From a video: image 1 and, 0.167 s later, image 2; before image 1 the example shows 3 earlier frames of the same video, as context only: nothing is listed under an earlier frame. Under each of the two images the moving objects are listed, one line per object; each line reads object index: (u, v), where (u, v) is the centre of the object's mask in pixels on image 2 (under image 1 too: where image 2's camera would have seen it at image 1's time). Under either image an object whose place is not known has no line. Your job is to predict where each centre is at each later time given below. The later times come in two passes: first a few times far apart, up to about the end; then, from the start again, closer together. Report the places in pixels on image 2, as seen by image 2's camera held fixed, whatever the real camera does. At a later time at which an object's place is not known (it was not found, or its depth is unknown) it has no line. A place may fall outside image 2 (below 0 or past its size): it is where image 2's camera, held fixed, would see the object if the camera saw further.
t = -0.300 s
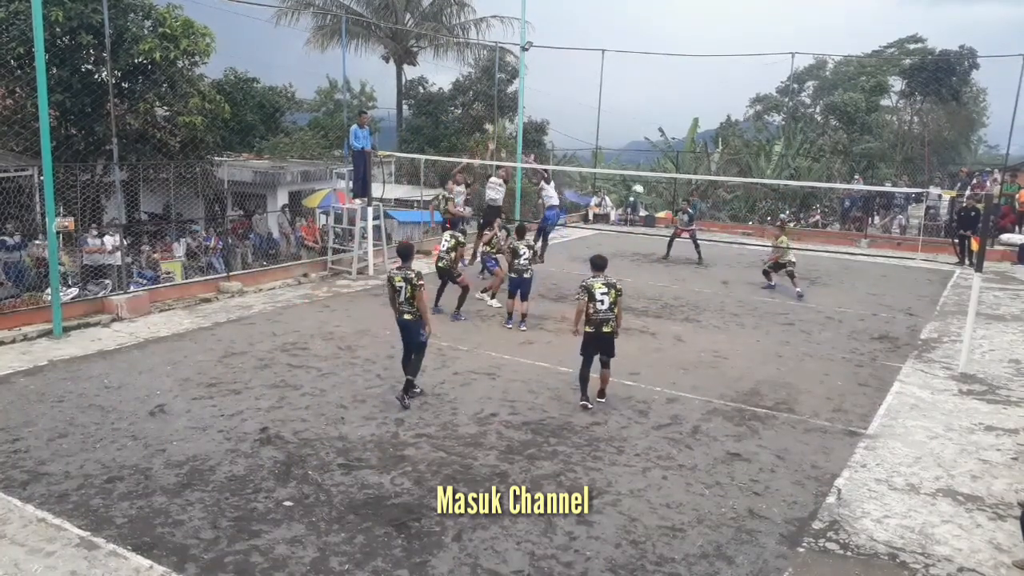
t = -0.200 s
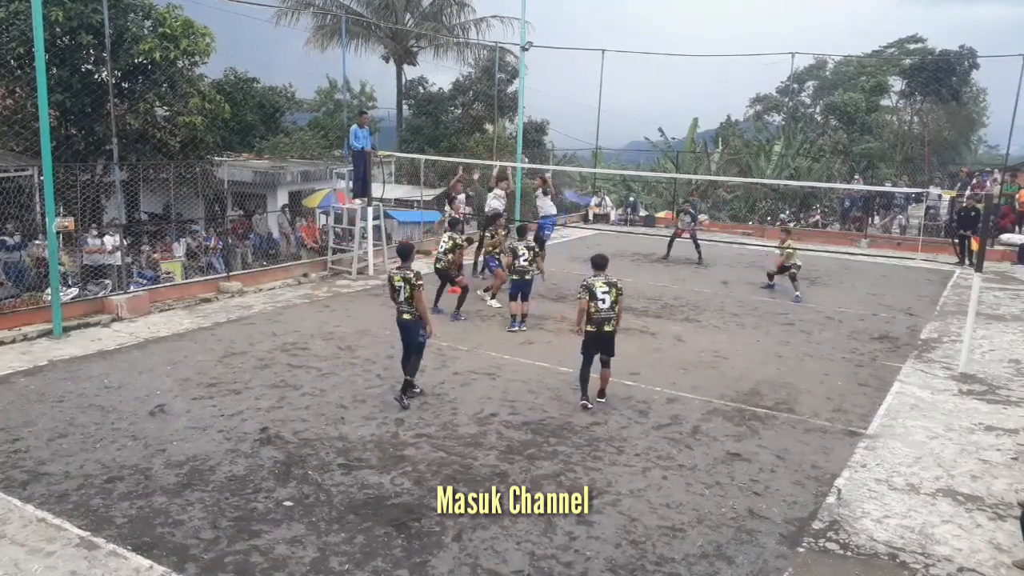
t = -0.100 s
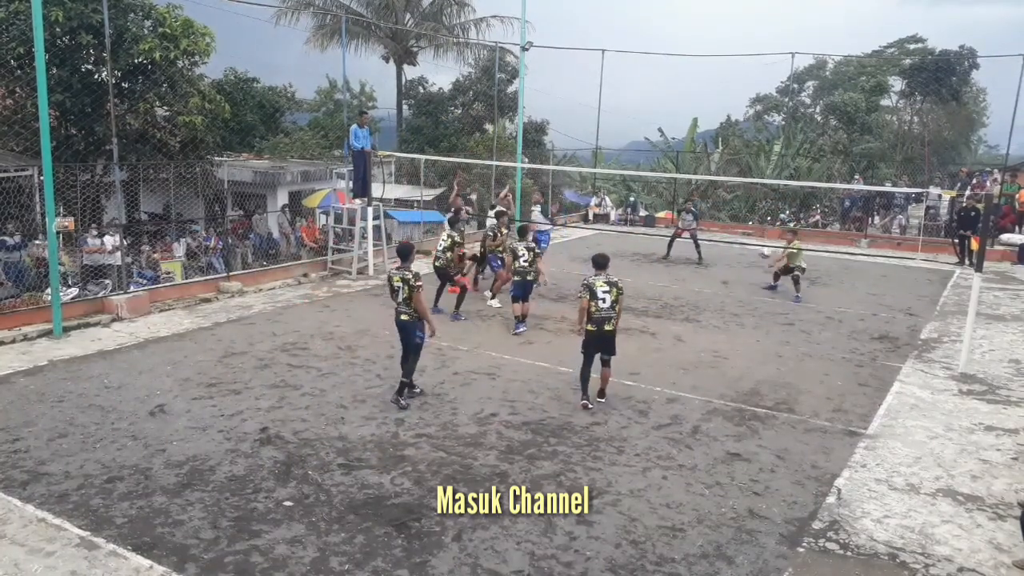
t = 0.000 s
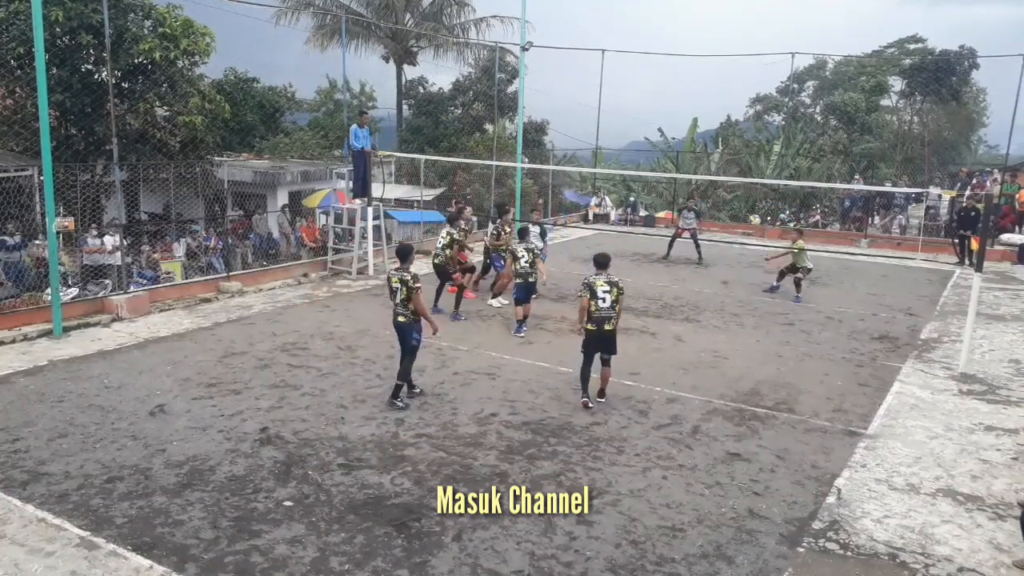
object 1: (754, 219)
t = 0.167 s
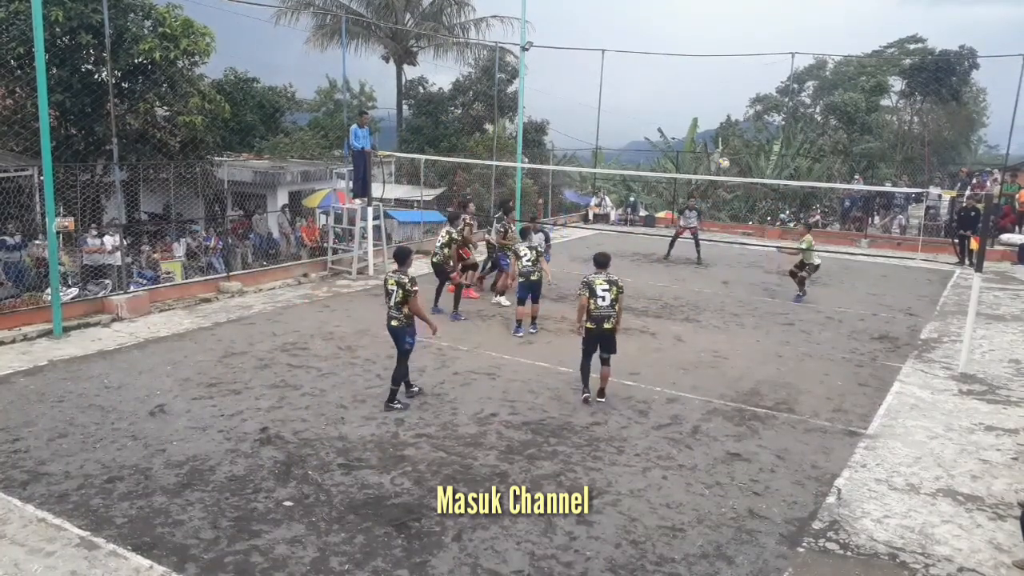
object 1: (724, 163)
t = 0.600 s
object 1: (644, 86)
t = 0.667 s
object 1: (633, 83)
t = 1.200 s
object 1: (540, 135)
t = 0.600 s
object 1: (644, 86)
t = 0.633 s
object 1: (639, 84)
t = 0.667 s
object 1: (633, 83)
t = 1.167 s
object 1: (545, 129)
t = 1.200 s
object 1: (540, 135)
